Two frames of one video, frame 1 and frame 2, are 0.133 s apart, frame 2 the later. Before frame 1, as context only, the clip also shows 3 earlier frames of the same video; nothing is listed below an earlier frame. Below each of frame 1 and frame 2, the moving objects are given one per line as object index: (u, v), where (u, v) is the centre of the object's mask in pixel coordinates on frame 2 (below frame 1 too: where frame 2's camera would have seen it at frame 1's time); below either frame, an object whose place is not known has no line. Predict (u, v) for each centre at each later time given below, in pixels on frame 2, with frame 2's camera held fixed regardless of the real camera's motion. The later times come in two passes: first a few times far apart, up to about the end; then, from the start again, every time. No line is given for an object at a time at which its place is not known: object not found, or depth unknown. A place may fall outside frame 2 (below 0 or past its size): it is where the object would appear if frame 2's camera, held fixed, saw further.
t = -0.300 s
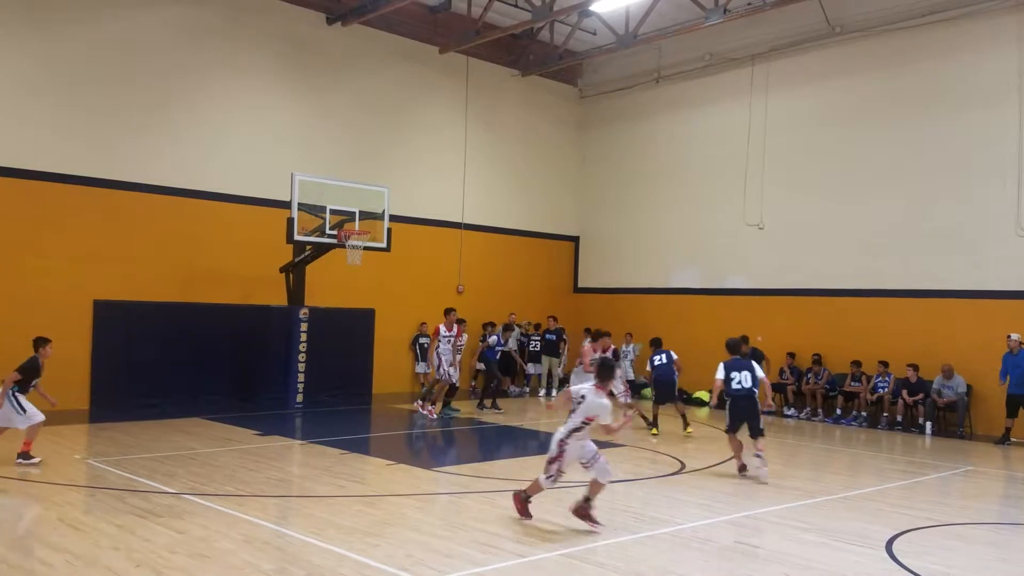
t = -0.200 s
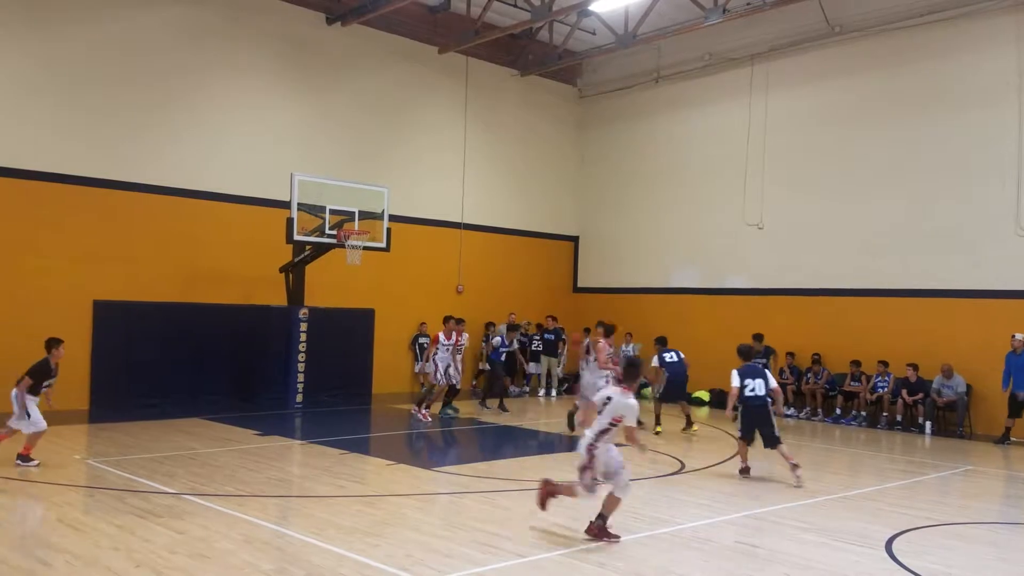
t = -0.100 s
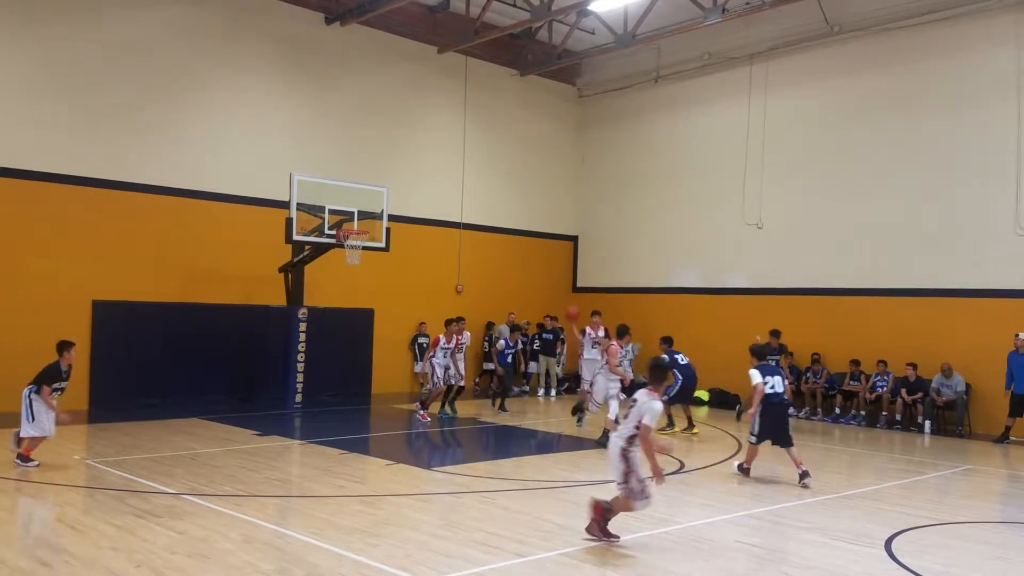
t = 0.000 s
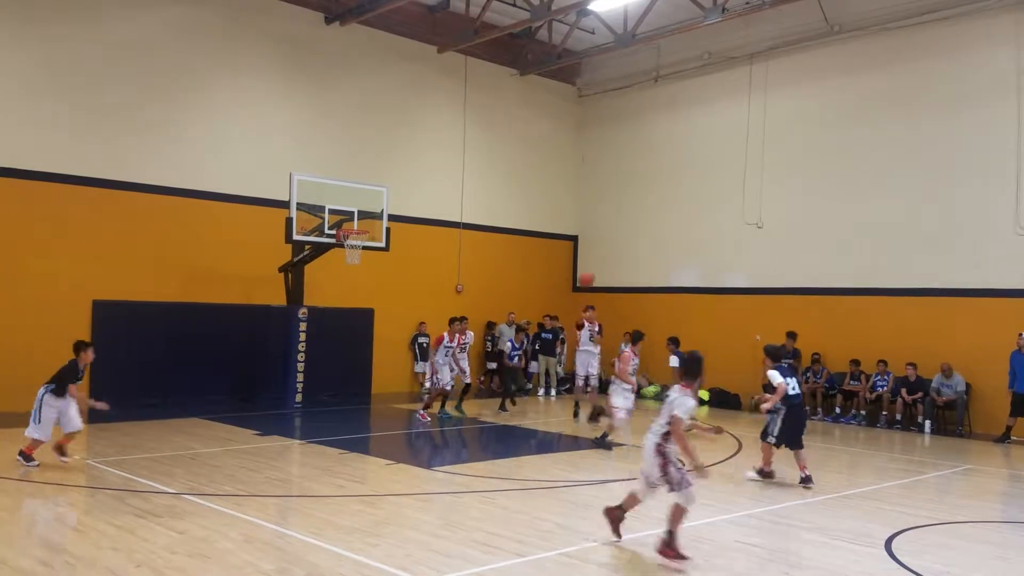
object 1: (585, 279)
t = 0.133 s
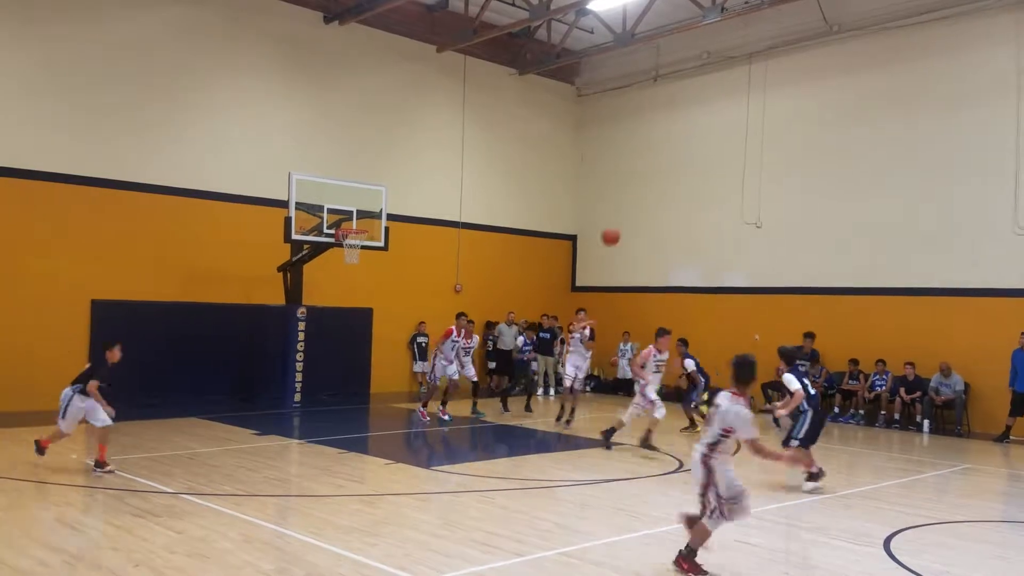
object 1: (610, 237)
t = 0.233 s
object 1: (633, 208)
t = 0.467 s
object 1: (697, 155)
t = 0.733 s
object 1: (803, 136)
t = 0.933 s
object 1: (932, 182)
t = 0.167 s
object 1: (618, 227)
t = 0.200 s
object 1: (625, 217)
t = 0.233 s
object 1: (633, 208)
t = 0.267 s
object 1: (641, 199)
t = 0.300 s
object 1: (649, 190)
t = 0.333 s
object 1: (658, 181)
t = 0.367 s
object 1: (667, 174)
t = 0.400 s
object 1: (676, 167)
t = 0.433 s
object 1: (686, 161)
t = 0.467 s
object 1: (697, 155)
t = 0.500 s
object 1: (708, 149)
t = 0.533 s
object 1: (719, 145)
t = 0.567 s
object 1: (731, 141)
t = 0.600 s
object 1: (744, 137)
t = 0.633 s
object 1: (757, 135)
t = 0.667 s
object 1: (772, 135)
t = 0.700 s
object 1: (787, 134)
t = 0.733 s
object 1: (803, 136)
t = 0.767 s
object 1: (821, 139)
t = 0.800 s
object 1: (839, 143)
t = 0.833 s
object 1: (860, 150)
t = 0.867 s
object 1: (882, 158)
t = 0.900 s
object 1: (905, 169)
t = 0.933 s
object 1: (932, 182)
